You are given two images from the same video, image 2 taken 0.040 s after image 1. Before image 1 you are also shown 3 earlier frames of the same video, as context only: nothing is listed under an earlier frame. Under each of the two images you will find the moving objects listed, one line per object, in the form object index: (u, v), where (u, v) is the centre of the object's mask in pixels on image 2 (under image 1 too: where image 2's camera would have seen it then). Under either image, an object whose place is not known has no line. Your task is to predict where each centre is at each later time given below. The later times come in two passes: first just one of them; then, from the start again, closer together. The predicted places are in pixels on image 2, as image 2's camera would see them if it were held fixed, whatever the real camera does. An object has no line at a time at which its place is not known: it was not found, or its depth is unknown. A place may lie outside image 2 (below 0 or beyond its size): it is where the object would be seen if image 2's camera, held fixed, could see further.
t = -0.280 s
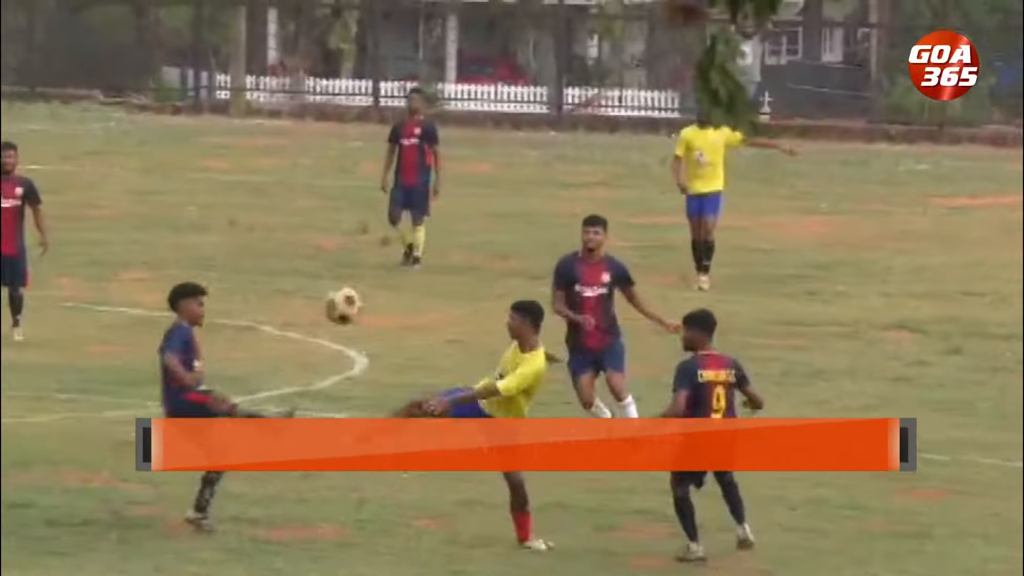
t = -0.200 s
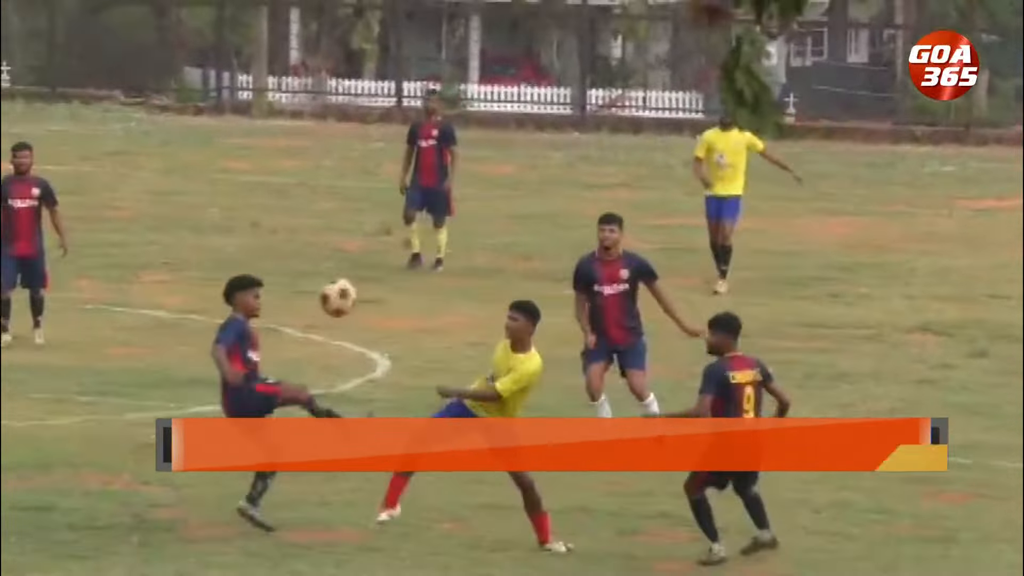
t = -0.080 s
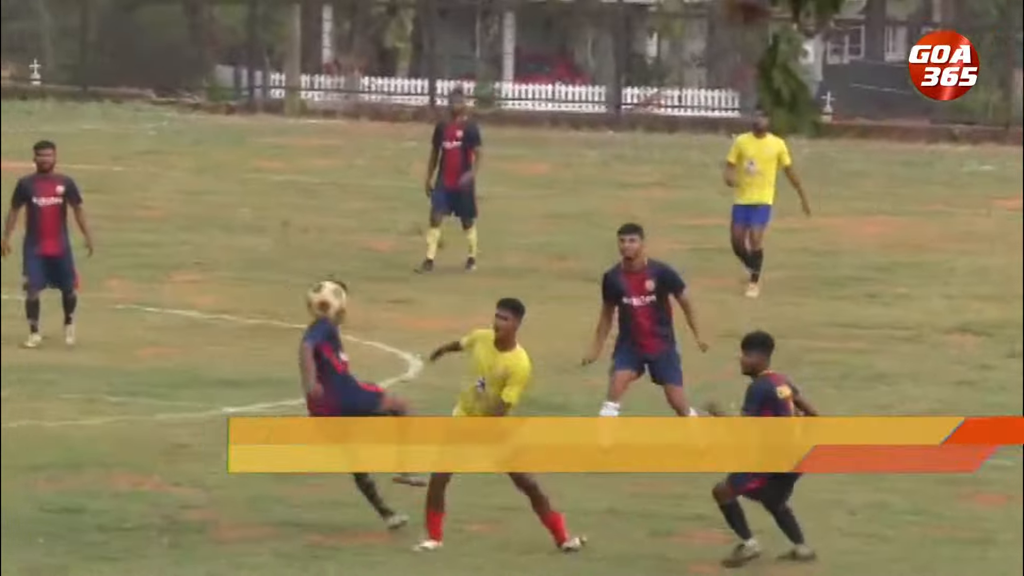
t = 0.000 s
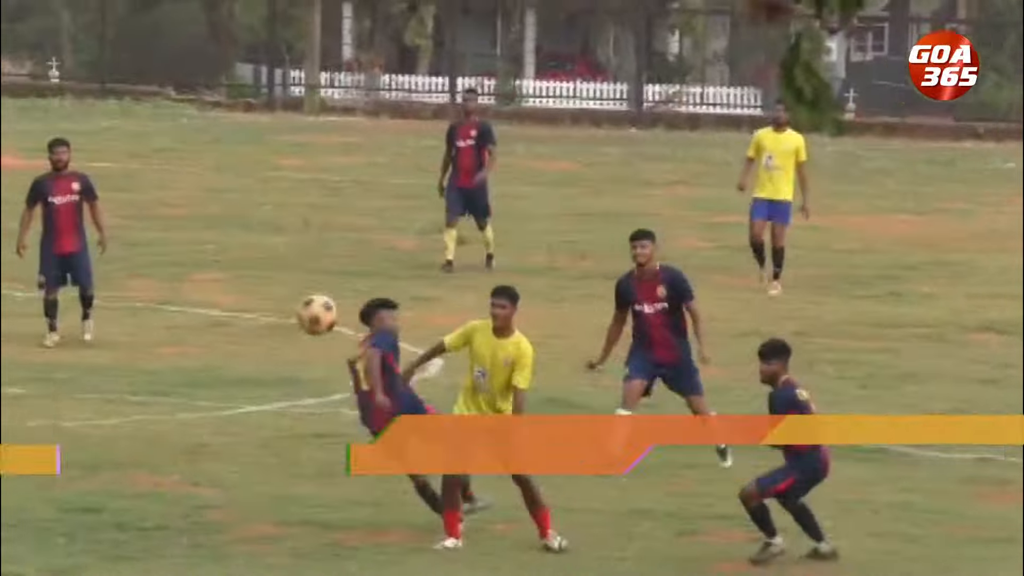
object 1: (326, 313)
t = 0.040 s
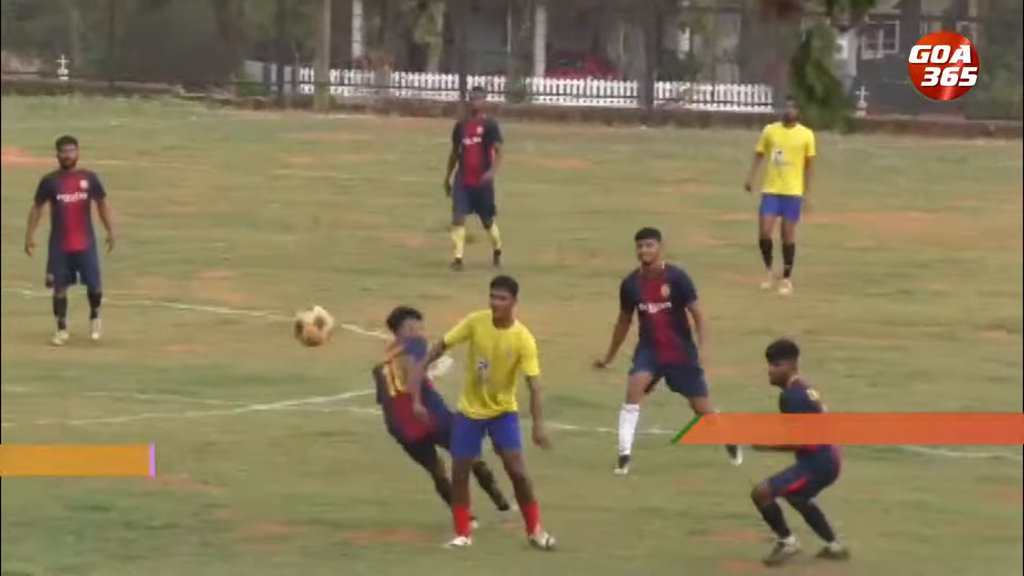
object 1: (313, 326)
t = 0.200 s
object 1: (253, 405)
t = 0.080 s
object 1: (298, 342)
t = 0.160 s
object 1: (267, 381)
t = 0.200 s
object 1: (253, 405)
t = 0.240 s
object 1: (236, 433)
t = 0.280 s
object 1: (222, 465)
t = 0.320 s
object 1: (206, 499)
